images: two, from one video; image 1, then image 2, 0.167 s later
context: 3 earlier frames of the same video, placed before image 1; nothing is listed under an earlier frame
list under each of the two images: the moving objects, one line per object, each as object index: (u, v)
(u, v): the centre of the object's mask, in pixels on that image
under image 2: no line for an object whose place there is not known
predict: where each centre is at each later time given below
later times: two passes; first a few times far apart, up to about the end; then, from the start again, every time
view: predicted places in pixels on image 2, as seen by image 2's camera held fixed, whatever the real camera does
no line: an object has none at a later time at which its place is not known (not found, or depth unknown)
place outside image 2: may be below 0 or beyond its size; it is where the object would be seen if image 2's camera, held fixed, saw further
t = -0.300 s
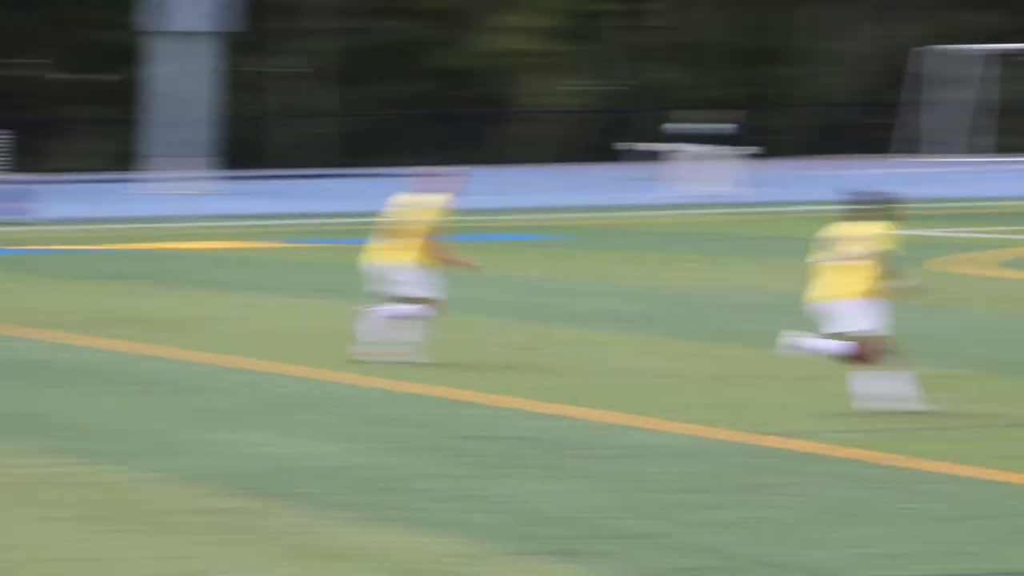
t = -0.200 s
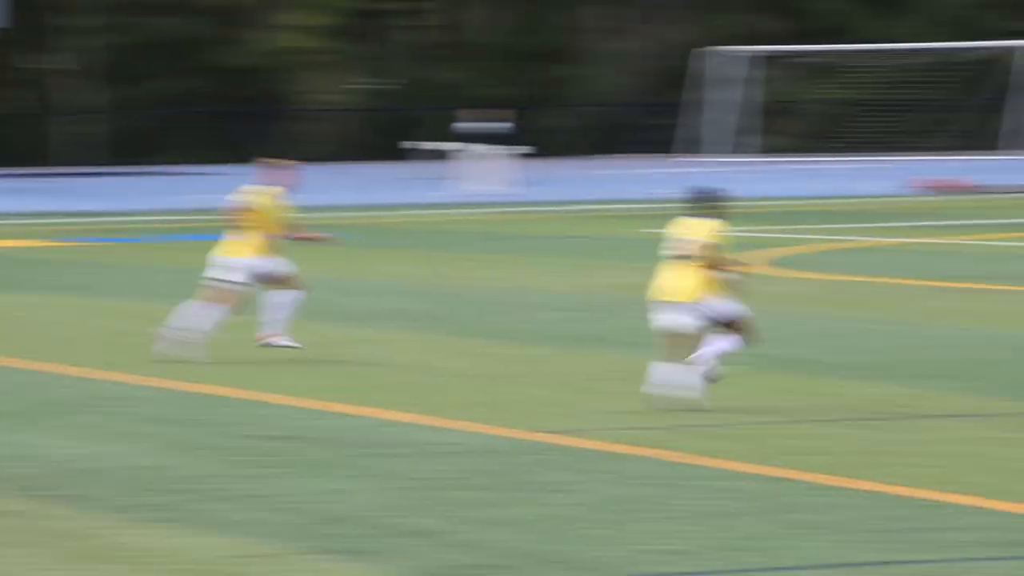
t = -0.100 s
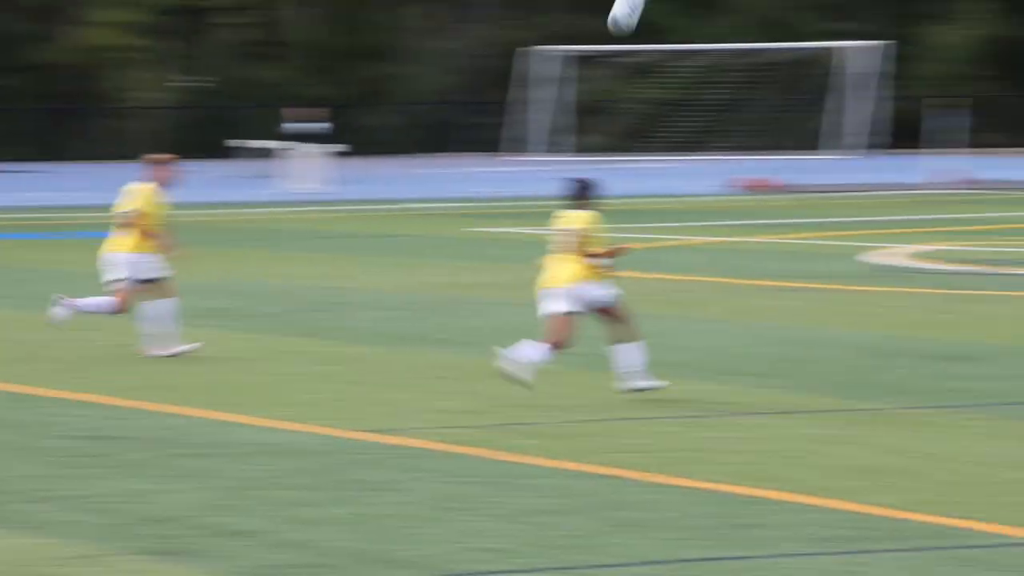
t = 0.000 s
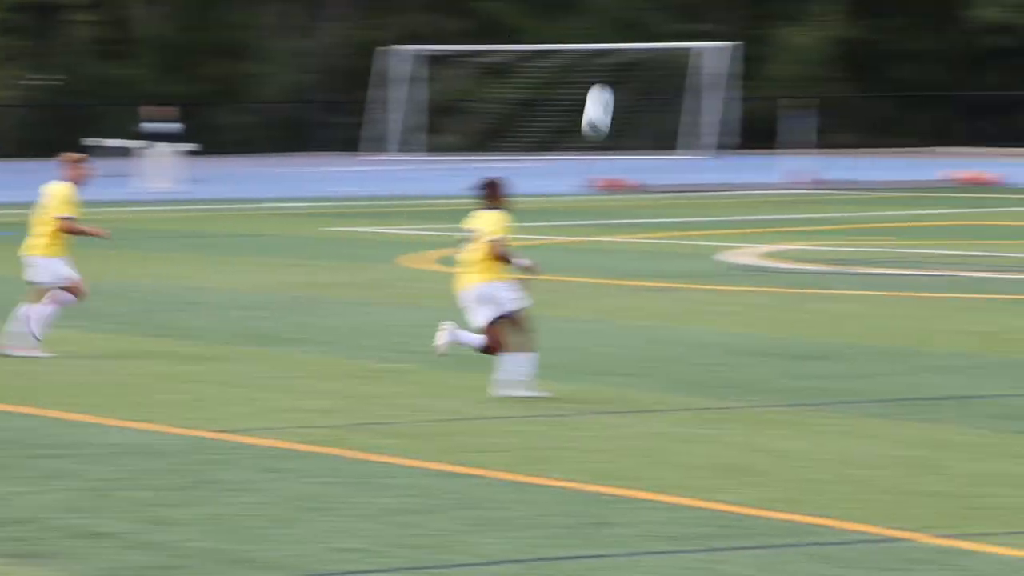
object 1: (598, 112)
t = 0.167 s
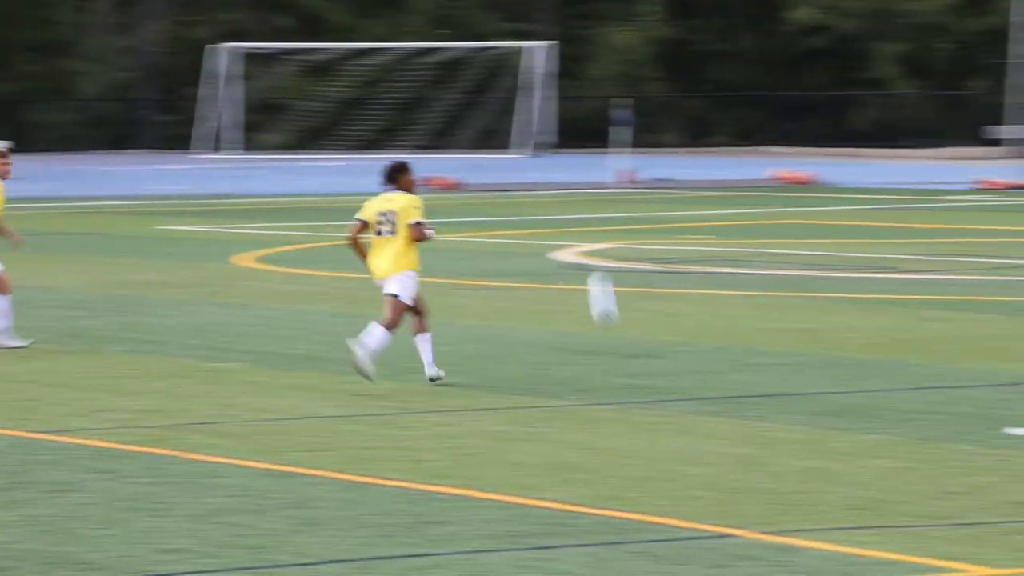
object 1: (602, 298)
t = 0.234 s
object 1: (662, 360)
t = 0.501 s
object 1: (734, 162)
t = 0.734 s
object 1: (793, 68)
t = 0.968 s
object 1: (846, 43)
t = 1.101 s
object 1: (875, 57)
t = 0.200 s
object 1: (636, 339)
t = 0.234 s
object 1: (662, 360)
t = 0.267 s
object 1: (671, 330)
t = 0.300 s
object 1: (680, 301)
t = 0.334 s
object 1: (689, 272)
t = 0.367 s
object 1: (698, 248)
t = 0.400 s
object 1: (708, 223)
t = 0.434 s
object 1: (716, 201)
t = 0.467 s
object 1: (725, 181)
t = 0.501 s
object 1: (734, 162)
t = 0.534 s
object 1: (742, 144)
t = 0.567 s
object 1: (751, 129)
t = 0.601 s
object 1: (760, 114)
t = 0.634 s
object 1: (768, 100)
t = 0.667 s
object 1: (777, 88)
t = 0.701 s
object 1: (785, 77)
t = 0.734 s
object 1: (793, 68)
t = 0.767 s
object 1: (801, 61)
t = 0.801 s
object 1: (809, 54)
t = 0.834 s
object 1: (816, 49)
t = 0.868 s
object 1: (824, 46)
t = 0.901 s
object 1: (832, 44)
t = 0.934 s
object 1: (839, 43)
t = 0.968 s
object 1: (846, 43)
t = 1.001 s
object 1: (854, 44)
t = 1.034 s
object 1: (861, 48)
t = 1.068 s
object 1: (868, 52)
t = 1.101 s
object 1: (875, 57)
